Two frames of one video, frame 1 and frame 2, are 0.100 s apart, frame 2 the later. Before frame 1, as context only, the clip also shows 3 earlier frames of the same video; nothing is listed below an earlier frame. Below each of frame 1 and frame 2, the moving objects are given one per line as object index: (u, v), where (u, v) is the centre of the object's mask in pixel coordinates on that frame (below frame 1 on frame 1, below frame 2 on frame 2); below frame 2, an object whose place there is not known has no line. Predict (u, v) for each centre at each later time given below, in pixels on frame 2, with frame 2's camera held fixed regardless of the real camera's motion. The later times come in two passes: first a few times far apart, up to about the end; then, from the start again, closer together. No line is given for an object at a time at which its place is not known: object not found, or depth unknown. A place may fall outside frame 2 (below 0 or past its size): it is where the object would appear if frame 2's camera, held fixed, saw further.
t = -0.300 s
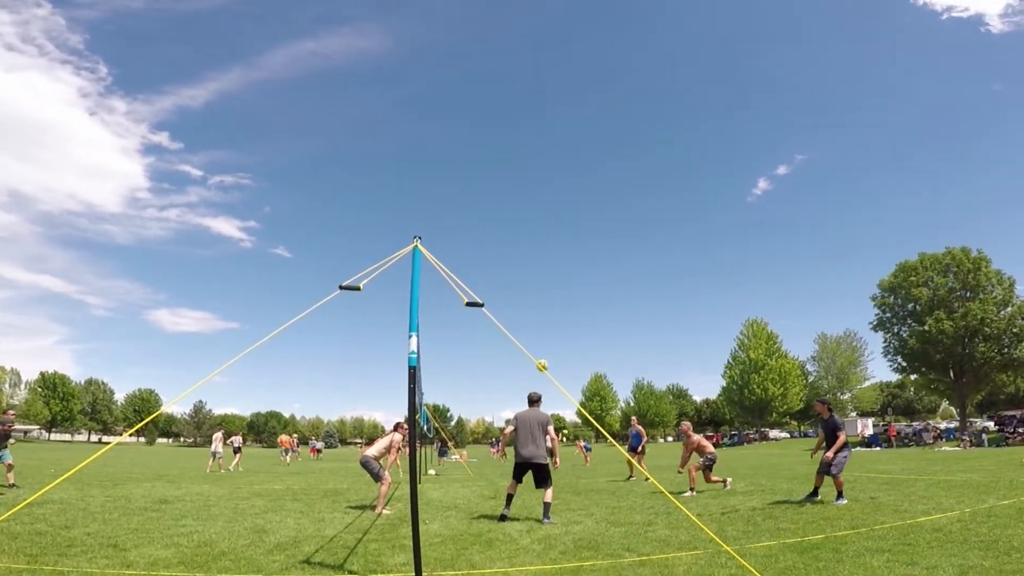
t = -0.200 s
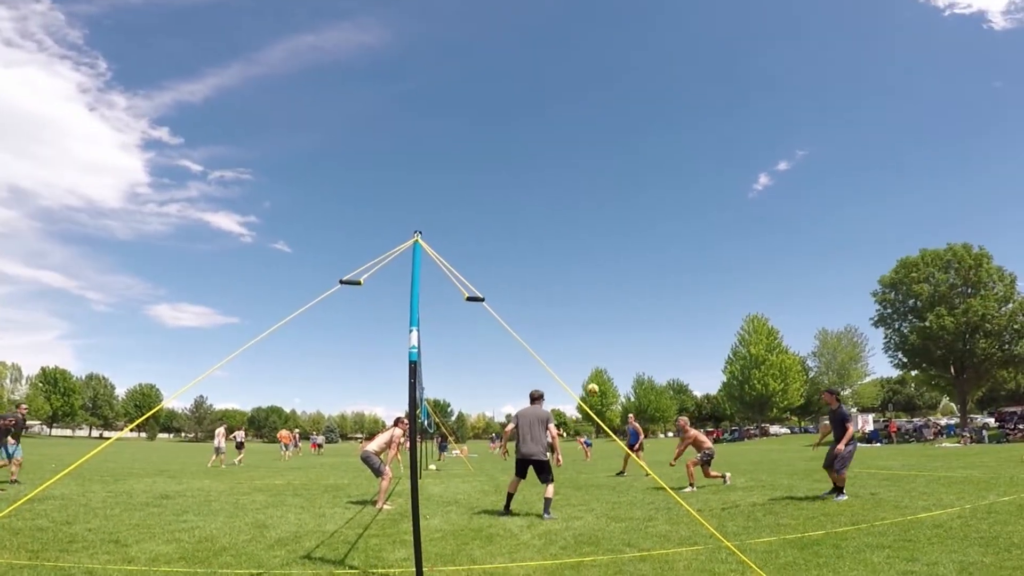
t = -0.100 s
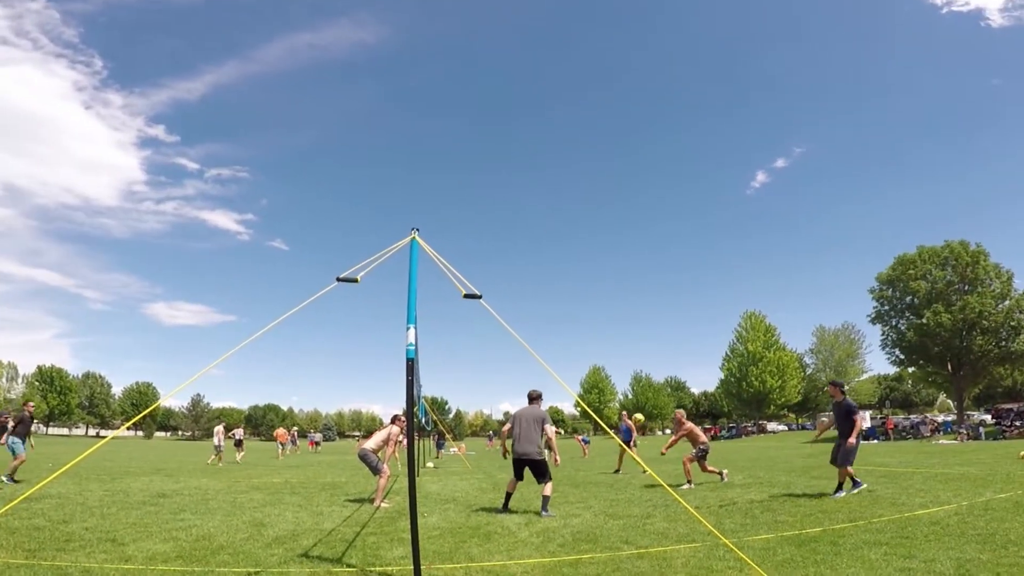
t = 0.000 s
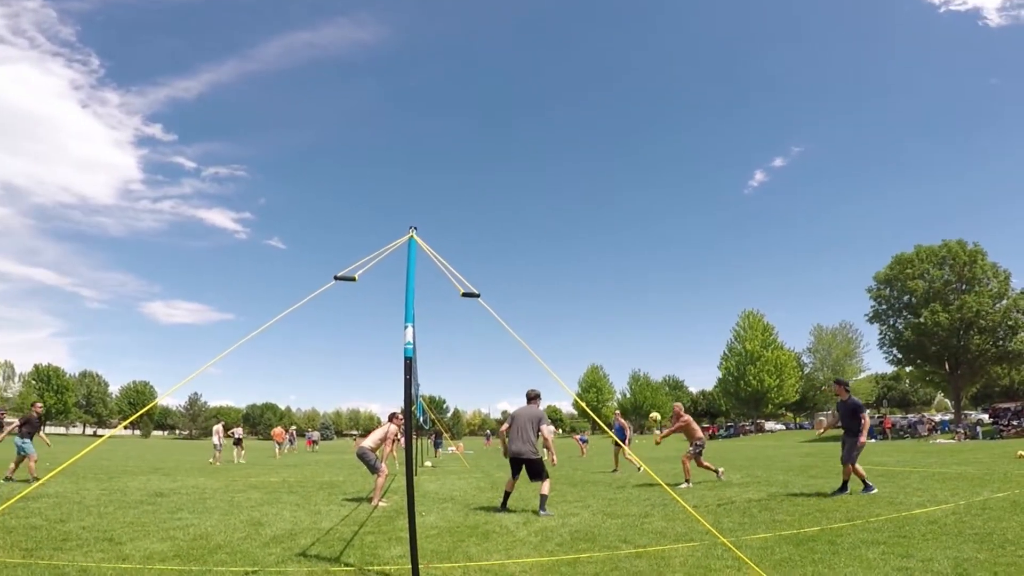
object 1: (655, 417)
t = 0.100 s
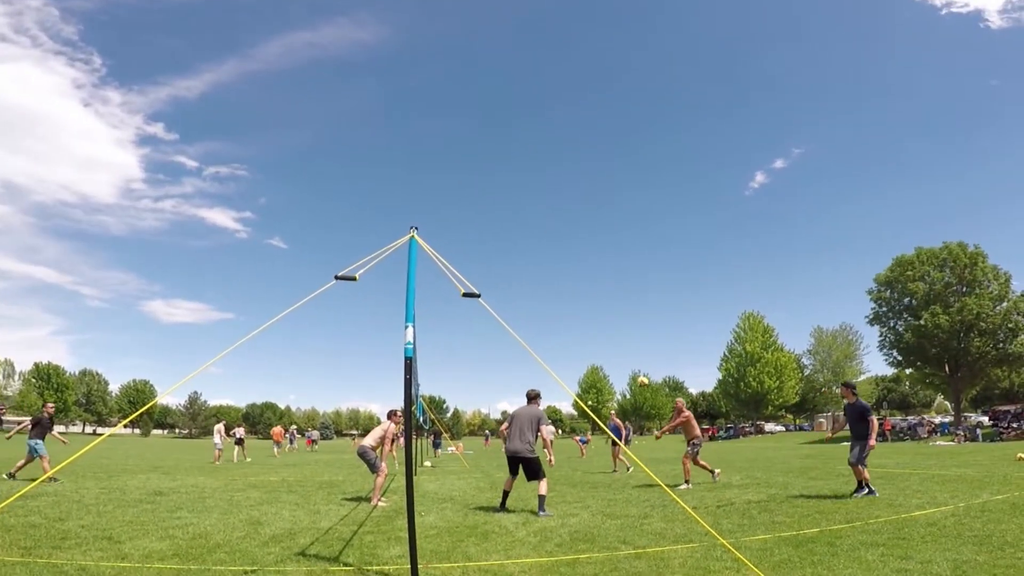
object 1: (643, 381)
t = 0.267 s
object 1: (621, 332)
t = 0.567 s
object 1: (586, 275)
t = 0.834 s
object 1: (552, 263)
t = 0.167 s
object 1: (634, 360)
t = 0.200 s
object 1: (630, 350)
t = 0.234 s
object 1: (626, 341)
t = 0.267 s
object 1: (621, 332)
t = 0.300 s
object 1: (618, 323)
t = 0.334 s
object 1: (614, 315)
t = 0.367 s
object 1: (610, 308)
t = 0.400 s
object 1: (606, 301)
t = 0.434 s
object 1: (602, 295)
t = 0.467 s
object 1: (598, 289)
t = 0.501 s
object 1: (594, 284)
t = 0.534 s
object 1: (590, 279)
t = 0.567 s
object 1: (586, 275)
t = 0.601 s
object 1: (582, 272)
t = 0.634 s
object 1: (578, 269)
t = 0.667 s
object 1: (573, 266)
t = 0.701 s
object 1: (570, 265)
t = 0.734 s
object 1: (566, 264)
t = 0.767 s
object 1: (561, 263)
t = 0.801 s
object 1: (557, 263)
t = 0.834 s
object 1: (552, 263)
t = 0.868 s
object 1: (548, 264)
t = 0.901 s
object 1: (544, 266)
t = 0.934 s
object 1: (539, 268)
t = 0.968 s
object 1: (534, 271)
